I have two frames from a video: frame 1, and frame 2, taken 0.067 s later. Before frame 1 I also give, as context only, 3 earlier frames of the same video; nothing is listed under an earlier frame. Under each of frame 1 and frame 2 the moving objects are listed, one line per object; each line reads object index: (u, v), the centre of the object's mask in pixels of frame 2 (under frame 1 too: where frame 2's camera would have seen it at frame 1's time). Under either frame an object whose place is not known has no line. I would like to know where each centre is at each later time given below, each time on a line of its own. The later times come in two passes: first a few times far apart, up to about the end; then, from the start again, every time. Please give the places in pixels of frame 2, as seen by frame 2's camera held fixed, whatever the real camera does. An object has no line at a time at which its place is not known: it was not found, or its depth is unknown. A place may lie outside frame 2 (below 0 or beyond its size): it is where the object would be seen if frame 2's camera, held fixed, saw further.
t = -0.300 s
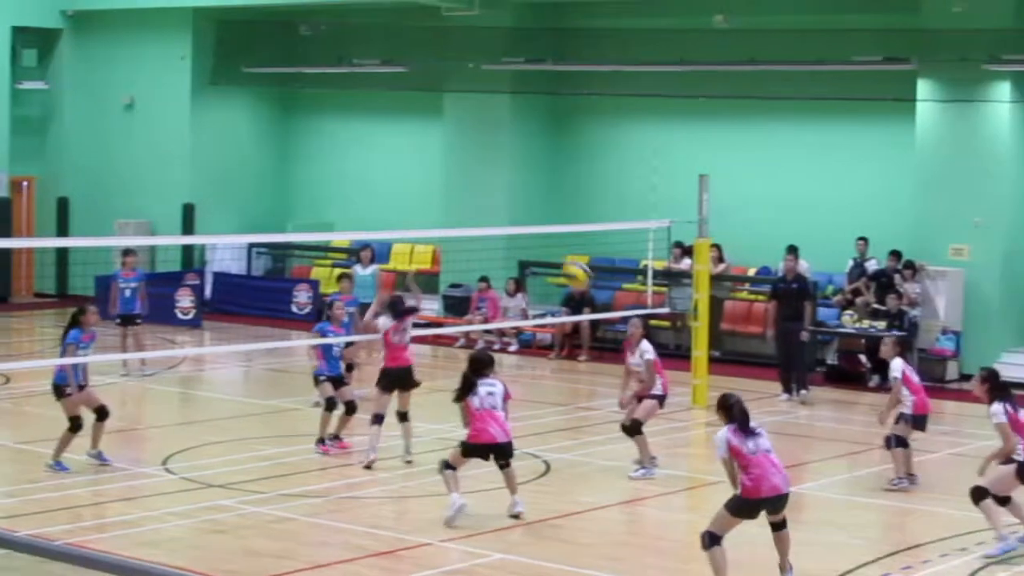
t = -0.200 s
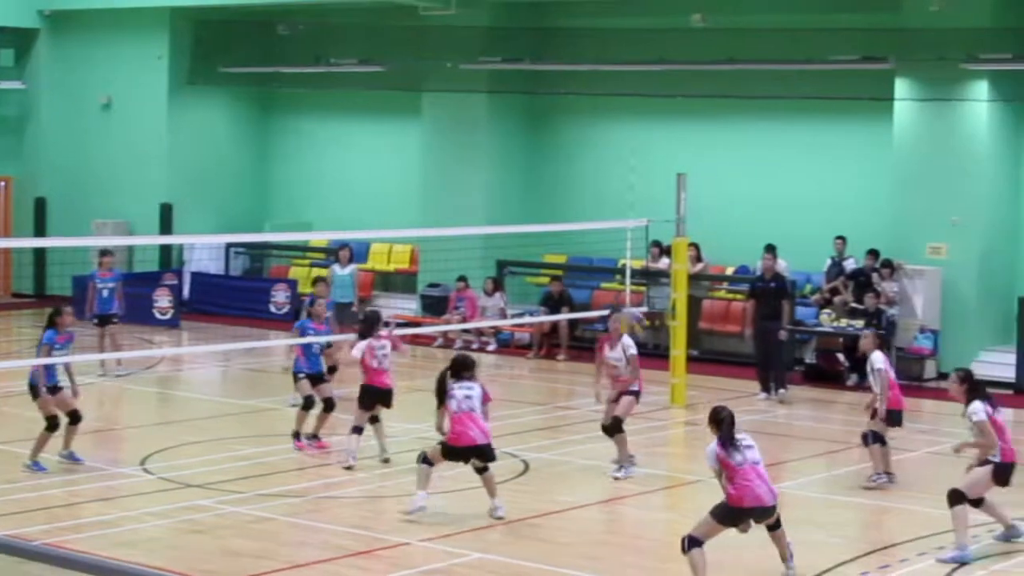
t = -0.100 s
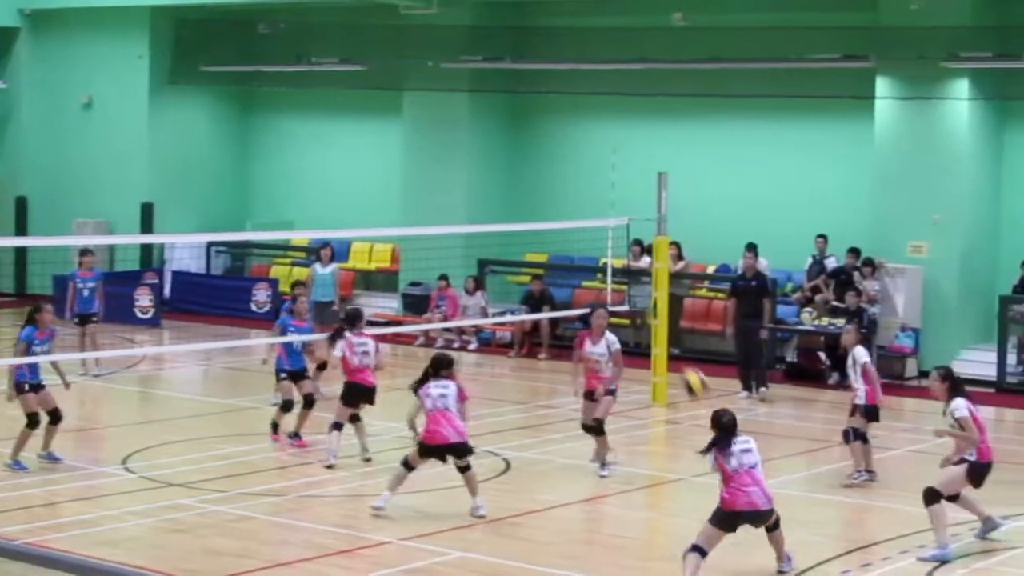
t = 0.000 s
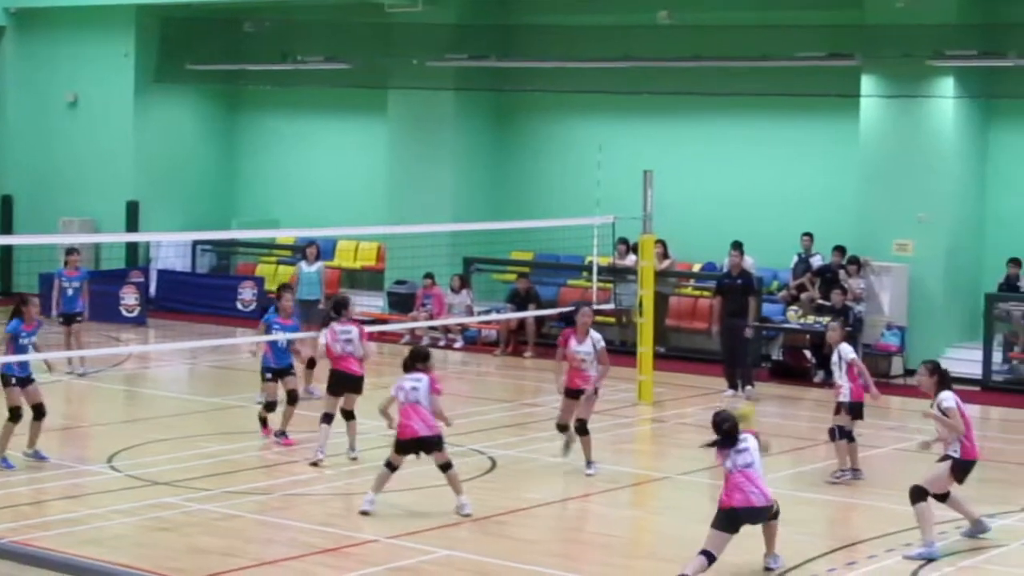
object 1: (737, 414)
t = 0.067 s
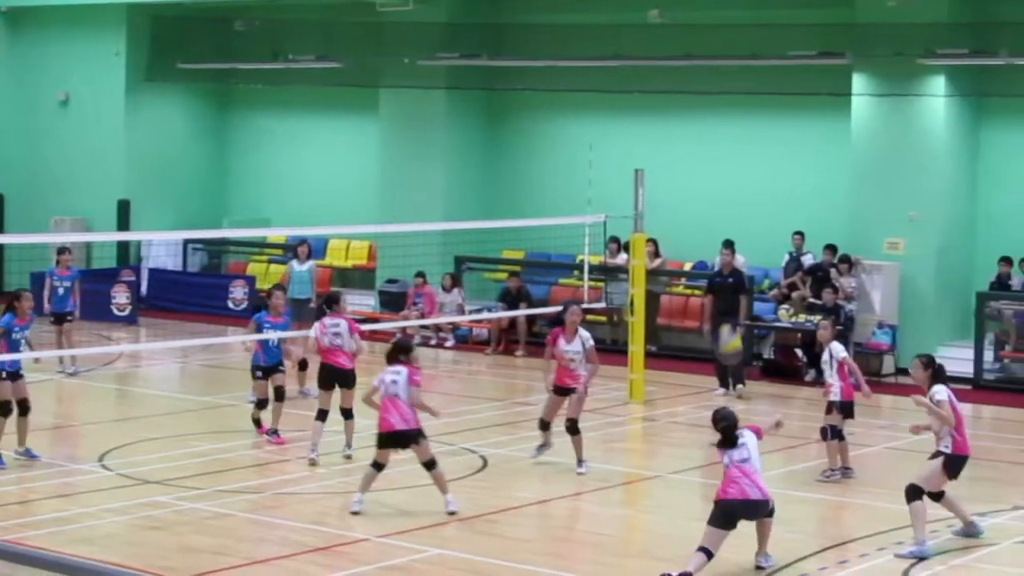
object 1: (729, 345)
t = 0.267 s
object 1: (710, 186)
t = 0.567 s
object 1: (682, 61)
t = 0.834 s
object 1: (655, 43)
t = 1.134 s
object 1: (625, 123)
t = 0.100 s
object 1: (728, 313)
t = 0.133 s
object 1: (722, 282)
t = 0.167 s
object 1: (720, 257)
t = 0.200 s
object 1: (717, 232)
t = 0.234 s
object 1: (714, 209)
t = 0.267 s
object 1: (710, 186)
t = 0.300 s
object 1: (707, 166)
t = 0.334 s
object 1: (704, 146)
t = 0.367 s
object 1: (701, 129)
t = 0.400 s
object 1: (698, 114)
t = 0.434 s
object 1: (695, 101)
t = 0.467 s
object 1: (691, 88)
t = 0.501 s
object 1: (689, 79)
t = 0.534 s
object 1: (685, 69)
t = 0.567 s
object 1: (682, 61)
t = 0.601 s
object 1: (678, 53)
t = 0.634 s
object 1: (674, 46)
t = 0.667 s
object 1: (672, 45)
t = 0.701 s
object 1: (670, 43)
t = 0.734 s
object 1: (665, 41)
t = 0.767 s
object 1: (662, 42)
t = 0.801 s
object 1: (659, 43)
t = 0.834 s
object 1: (655, 43)
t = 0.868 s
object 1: (652, 47)
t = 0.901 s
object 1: (649, 53)
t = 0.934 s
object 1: (646, 61)
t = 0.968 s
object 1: (642, 69)
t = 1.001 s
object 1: (638, 78)
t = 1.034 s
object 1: (635, 87)
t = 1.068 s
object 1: (632, 96)
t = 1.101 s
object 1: (628, 109)
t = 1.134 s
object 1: (625, 123)
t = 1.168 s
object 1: (622, 137)
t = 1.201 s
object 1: (619, 153)
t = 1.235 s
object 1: (616, 169)
